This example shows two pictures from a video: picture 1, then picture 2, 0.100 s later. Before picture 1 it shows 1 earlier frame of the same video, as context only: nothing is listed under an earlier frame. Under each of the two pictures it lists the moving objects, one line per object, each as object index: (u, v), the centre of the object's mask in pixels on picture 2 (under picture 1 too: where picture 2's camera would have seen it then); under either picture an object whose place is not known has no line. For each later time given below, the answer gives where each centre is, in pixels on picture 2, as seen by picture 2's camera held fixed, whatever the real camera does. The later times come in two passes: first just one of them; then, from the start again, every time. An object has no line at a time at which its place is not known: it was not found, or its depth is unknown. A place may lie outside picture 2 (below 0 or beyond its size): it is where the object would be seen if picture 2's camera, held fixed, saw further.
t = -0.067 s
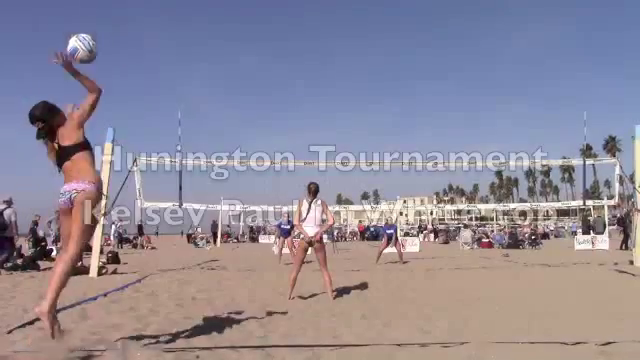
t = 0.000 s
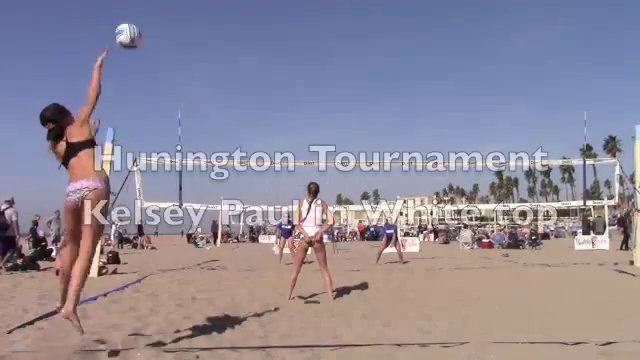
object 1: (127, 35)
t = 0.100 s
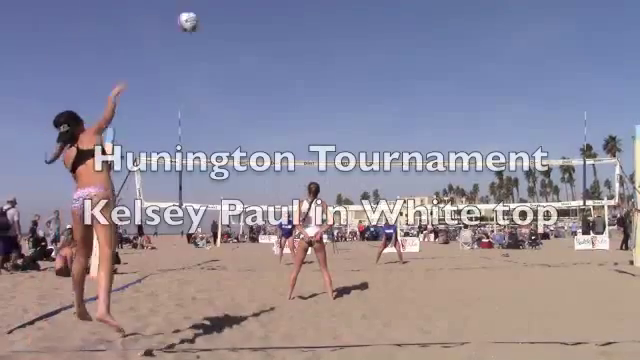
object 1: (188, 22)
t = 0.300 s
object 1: (258, 30)
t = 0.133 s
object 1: (203, 21)
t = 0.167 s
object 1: (216, 21)
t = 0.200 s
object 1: (228, 22)
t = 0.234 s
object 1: (240, 24)
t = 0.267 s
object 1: (248, 26)
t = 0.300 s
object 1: (258, 30)
